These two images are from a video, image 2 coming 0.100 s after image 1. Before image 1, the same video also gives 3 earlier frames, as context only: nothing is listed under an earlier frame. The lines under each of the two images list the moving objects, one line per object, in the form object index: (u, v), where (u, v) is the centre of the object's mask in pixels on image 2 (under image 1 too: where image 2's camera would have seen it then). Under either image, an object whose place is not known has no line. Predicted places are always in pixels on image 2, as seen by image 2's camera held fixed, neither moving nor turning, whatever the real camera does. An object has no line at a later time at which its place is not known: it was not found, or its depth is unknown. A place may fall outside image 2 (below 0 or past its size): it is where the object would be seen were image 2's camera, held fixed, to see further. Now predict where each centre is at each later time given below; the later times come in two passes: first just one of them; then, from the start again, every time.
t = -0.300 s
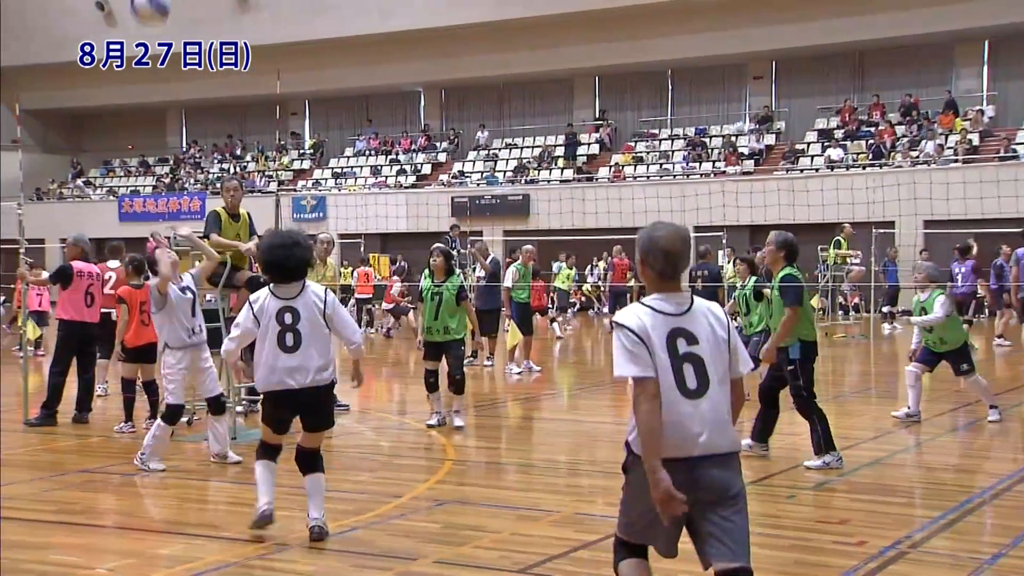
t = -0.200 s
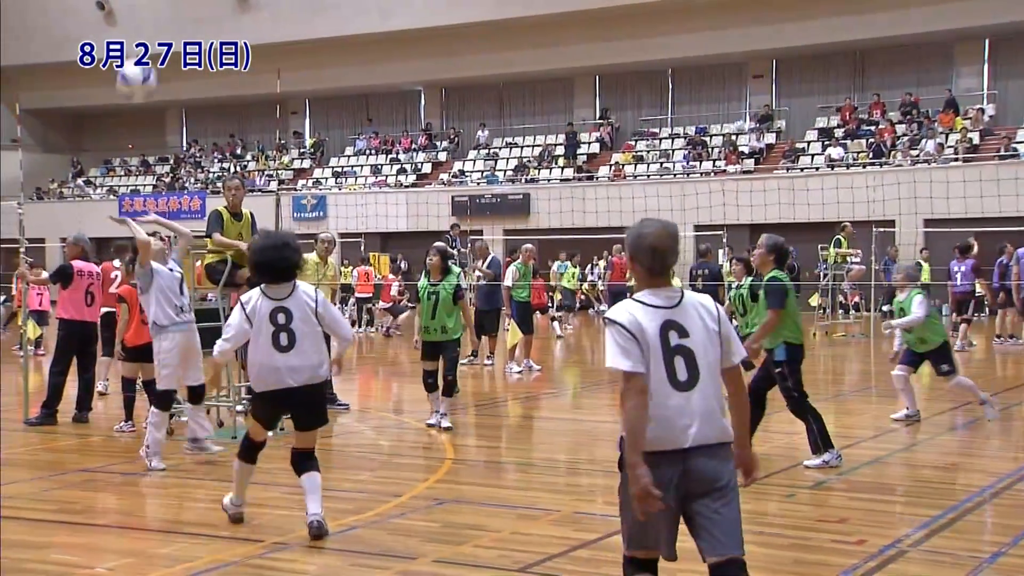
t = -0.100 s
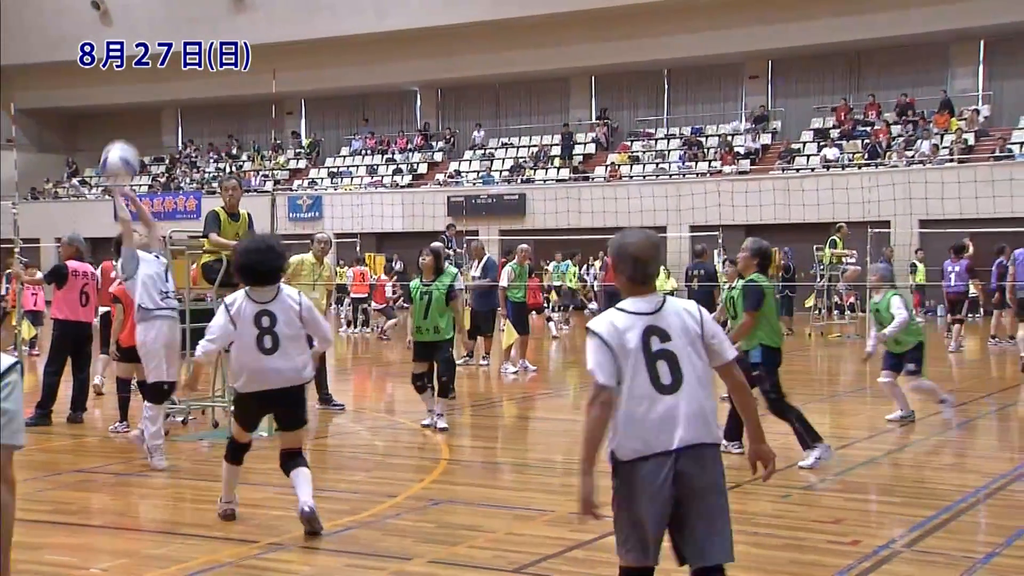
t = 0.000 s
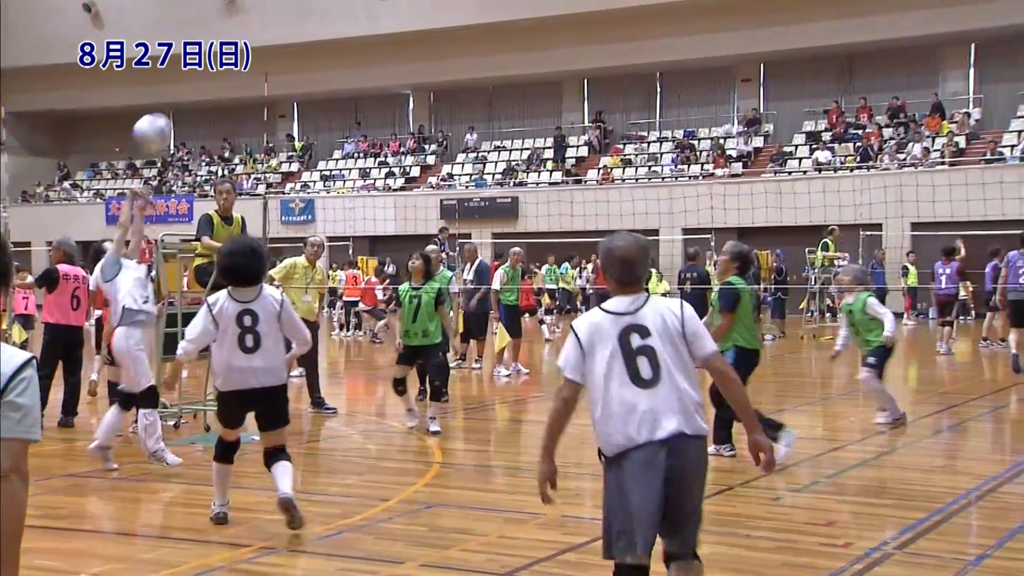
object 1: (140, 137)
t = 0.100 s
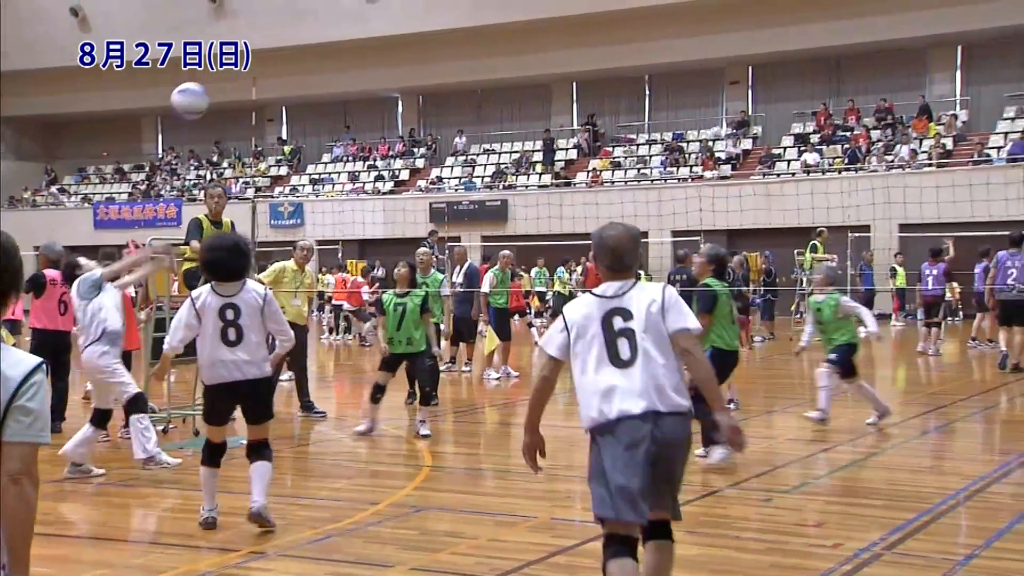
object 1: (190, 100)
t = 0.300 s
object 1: (274, 71)
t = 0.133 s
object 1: (205, 92)
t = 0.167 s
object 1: (219, 84)
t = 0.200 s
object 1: (233, 80)
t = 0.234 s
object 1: (245, 79)
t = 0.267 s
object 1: (259, 75)
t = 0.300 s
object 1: (274, 71)
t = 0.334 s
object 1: (289, 69)
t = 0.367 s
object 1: (300, 70)
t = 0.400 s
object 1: (311, 72)
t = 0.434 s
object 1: (322, 75)
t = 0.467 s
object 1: (335, 80)
